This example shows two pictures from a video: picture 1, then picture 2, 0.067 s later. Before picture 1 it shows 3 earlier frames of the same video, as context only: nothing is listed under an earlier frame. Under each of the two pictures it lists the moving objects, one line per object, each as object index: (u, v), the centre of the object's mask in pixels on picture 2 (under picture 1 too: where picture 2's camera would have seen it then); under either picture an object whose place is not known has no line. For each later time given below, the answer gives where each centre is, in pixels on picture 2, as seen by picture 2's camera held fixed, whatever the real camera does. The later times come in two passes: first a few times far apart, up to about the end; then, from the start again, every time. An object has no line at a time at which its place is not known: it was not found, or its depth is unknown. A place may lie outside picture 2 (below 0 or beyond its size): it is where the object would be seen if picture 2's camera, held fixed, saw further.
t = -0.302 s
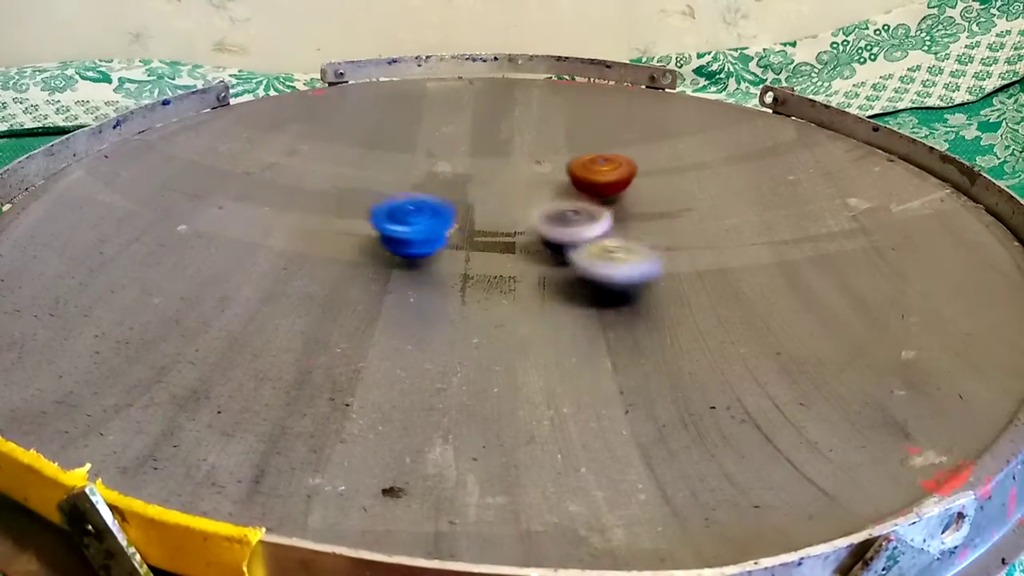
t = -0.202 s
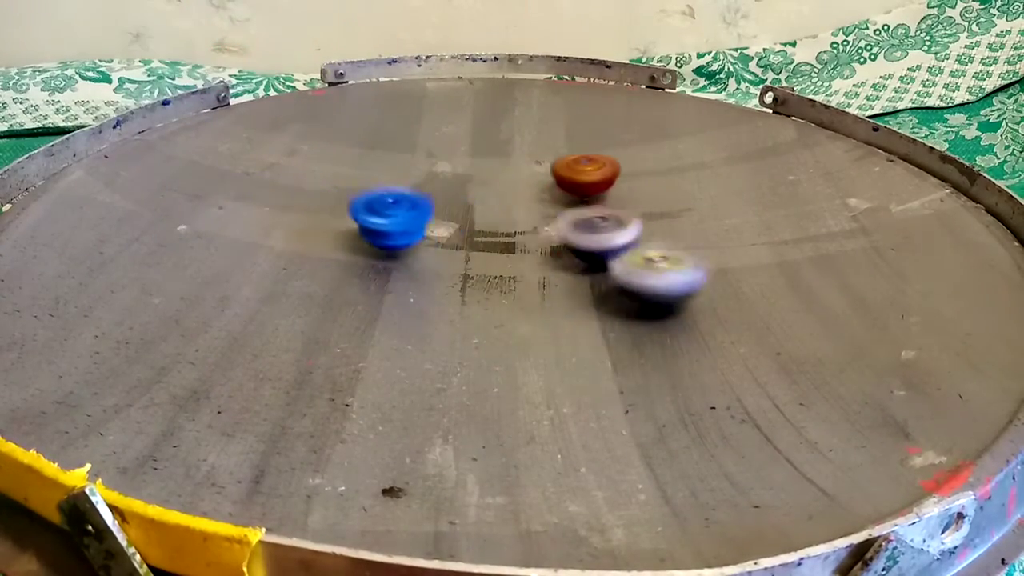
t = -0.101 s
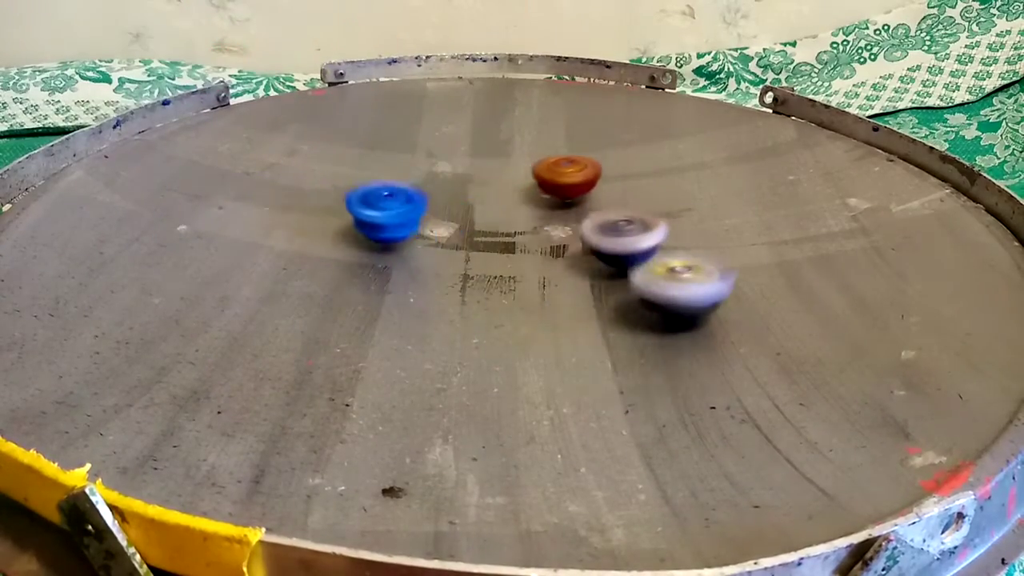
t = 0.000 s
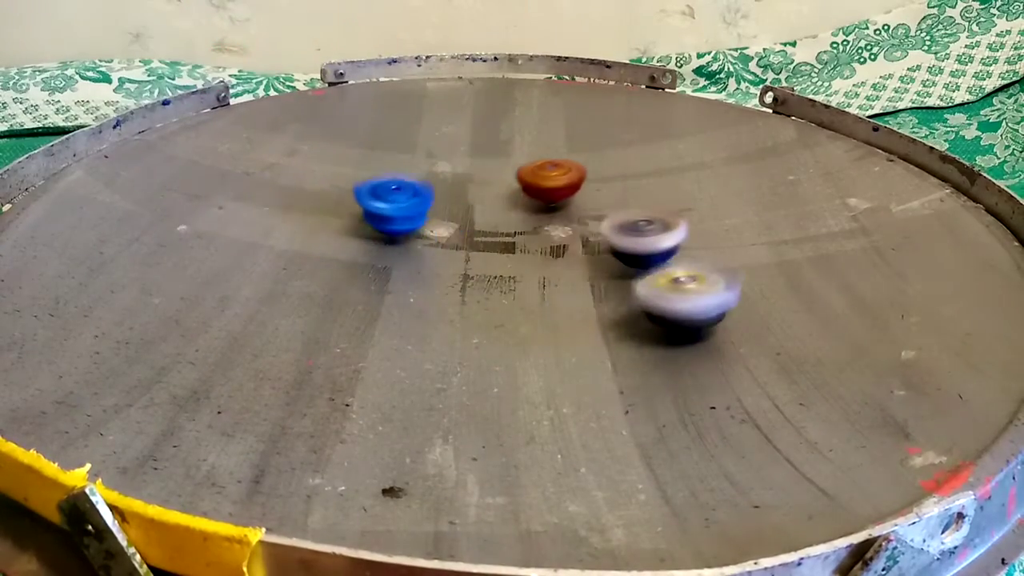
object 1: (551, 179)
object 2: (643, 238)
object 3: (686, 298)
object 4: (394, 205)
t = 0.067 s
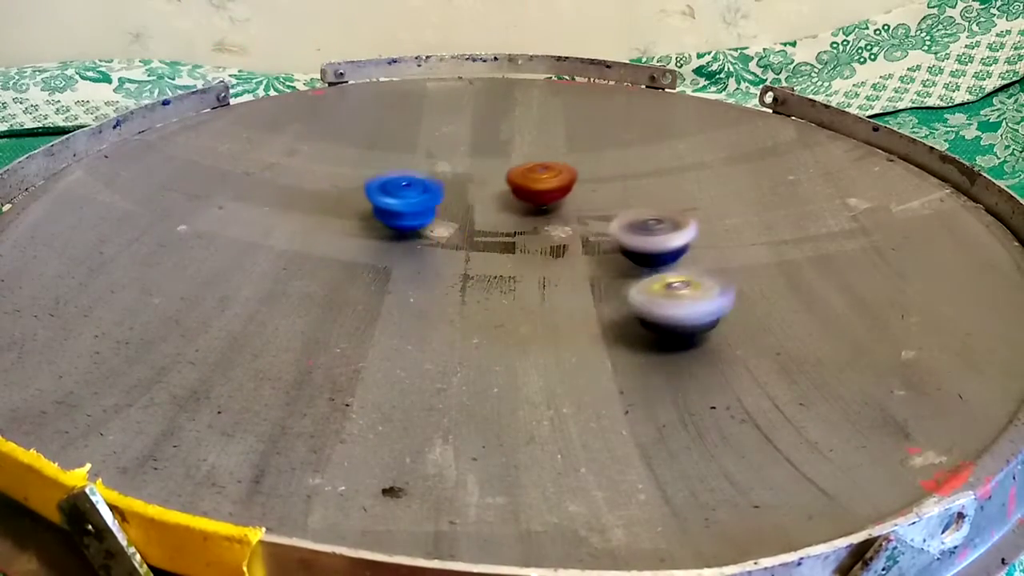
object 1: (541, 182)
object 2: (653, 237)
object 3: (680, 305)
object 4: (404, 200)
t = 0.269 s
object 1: (518, 191)
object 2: (647, 233)
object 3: (619, 305)
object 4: (437, 194)
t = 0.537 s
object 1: (534, 198)
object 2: (588, 234)
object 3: (528, 268)
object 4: (407, 199)
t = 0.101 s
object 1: (537, 183)
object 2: (656, 236)
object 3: (673, 307)
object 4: (409, 199)
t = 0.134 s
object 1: (533, 185)
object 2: (657, 235)
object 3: (665, 309)
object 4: (415, 197)
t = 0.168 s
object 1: (529, 186)
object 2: (656, 234)
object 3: (655, 308)
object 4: (421, 196)
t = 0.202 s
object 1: (525, 187)
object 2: (654, 233)
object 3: (645, 308)
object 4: (426, 195)
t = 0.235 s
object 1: (522, 189)
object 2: (652, 233)
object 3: (634, 307)
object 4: (432, 195)
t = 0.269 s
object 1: (518, 191)
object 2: (647, 233)
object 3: (619, 305)
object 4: (437, 194)
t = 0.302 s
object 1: (514, 193)
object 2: (641, 233)
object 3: (605, 303)
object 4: (440, 194)
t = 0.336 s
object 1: (514, 194)
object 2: (635, 232)
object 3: (593, 299)
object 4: (439, 194)
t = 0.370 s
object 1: (522, 195)
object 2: (628, 232)
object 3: (582, 294)
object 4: (429, 195)
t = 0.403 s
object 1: (529, 196)
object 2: (620, 233)
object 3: (570, 290)
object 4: (421, 195)
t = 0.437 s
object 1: (533, 197)
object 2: (612, 233)
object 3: (558, 286)
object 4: (415, 196)
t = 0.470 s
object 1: (535, 198)
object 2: (605, 233)
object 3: (547, 280)
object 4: (411, 197)
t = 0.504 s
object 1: (535, 198)
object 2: (595, 234)
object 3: (538, 274)
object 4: (409, 198)
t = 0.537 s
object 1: (534, 198)
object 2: (588, 234)
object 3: (528, 268)
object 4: (407, 199)
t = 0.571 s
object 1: (532, 198)
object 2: (579, 235)
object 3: (519, 262)
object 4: (407, 200)
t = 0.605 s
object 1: (529, 198)
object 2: (573, 235)
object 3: (506, 258)
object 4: (408, 201)
